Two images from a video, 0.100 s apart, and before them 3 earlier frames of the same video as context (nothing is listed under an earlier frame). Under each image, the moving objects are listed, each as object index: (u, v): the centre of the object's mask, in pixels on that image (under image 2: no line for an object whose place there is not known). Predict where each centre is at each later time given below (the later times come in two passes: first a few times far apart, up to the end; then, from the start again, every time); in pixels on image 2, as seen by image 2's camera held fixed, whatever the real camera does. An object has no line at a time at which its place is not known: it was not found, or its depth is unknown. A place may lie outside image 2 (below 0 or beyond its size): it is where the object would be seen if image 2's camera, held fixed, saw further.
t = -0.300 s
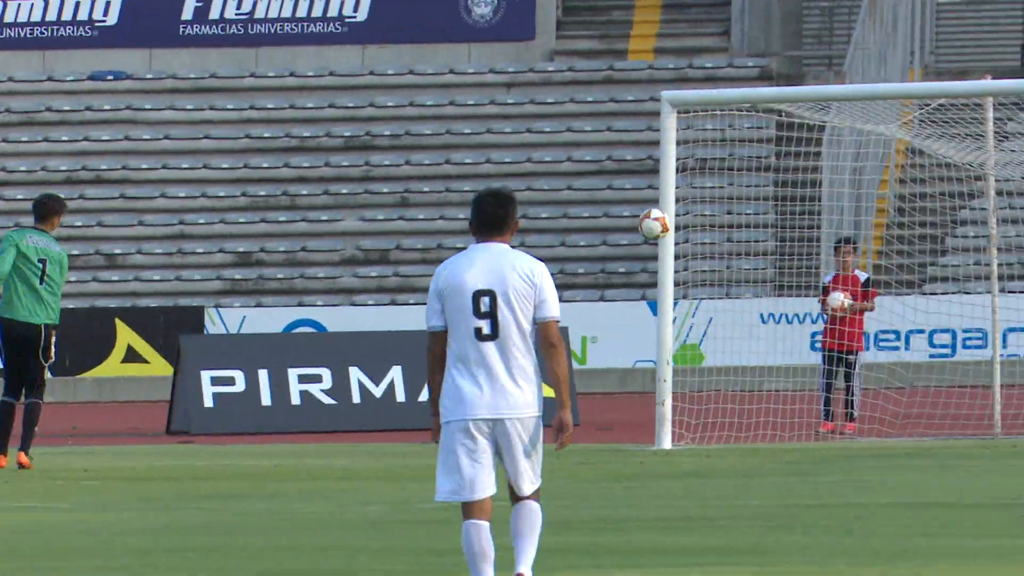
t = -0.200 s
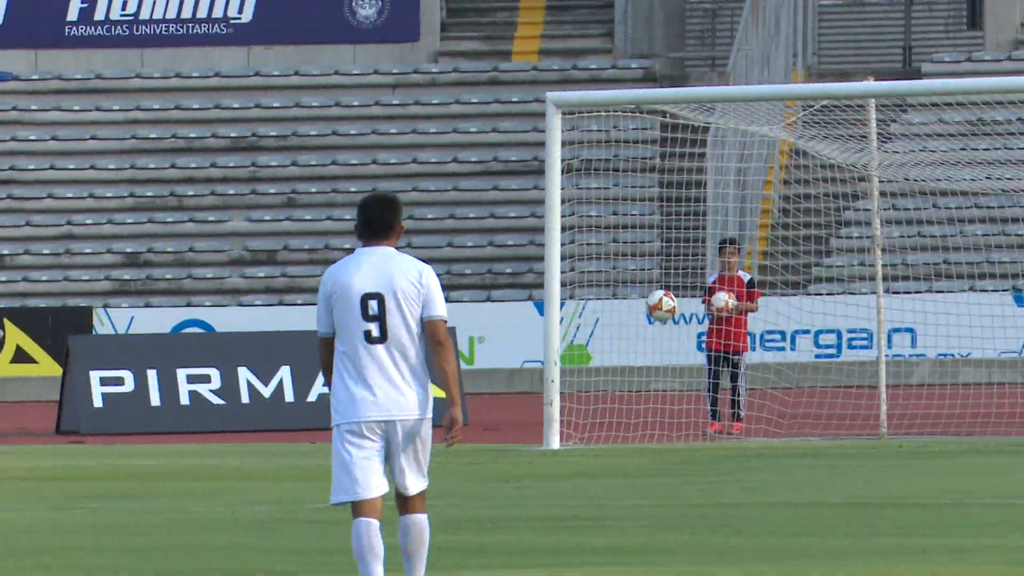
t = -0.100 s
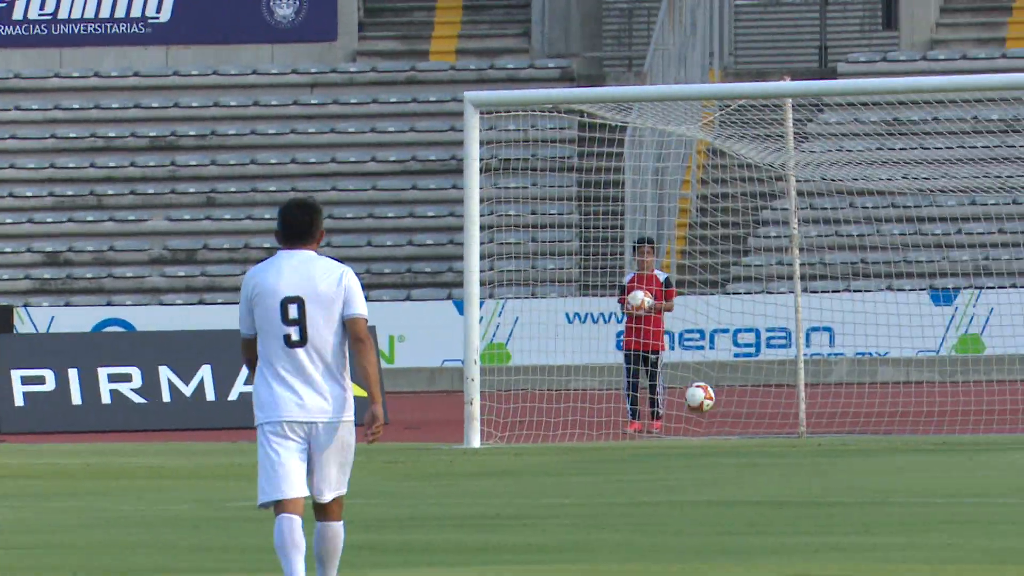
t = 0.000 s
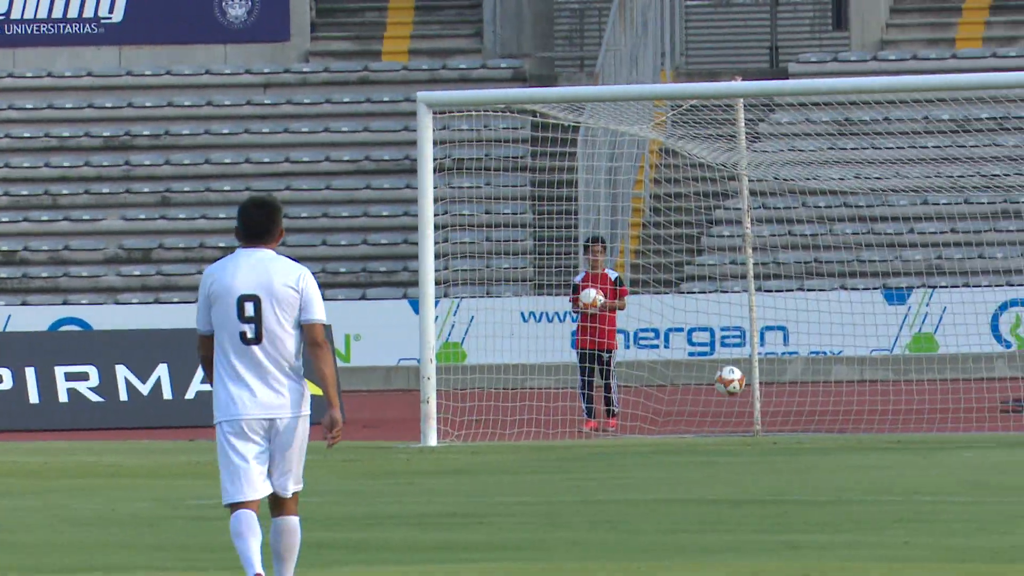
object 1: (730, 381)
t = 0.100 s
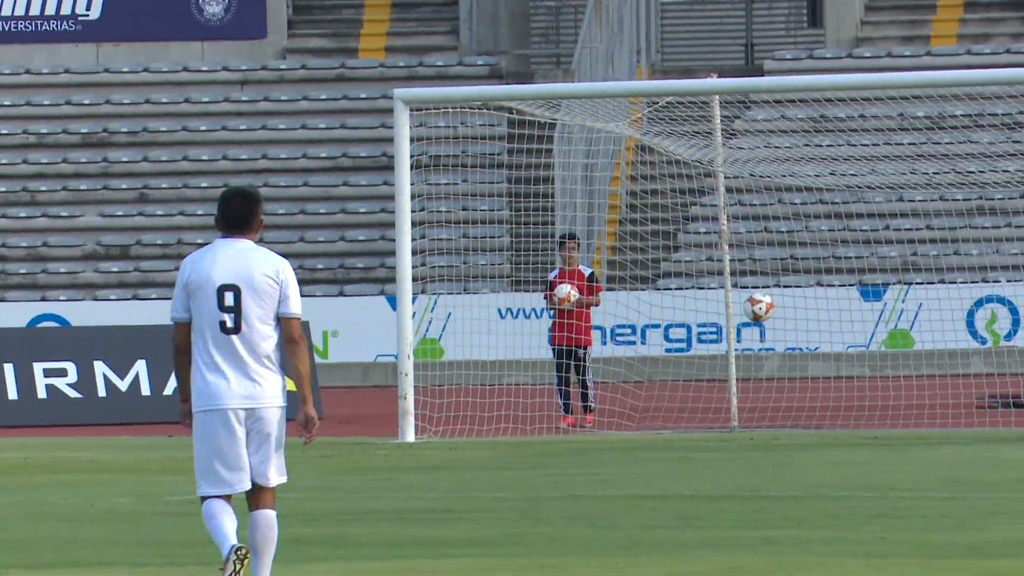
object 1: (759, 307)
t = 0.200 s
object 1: (811, 253)
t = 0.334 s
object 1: (876, 203)
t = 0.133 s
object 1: (776, 287)
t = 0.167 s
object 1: (794, 269)
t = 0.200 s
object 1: (811, 253)
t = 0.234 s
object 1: (829, 237)
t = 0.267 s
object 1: (846, 224)
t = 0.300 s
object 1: (862, 212)
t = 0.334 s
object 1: (876, 203)
